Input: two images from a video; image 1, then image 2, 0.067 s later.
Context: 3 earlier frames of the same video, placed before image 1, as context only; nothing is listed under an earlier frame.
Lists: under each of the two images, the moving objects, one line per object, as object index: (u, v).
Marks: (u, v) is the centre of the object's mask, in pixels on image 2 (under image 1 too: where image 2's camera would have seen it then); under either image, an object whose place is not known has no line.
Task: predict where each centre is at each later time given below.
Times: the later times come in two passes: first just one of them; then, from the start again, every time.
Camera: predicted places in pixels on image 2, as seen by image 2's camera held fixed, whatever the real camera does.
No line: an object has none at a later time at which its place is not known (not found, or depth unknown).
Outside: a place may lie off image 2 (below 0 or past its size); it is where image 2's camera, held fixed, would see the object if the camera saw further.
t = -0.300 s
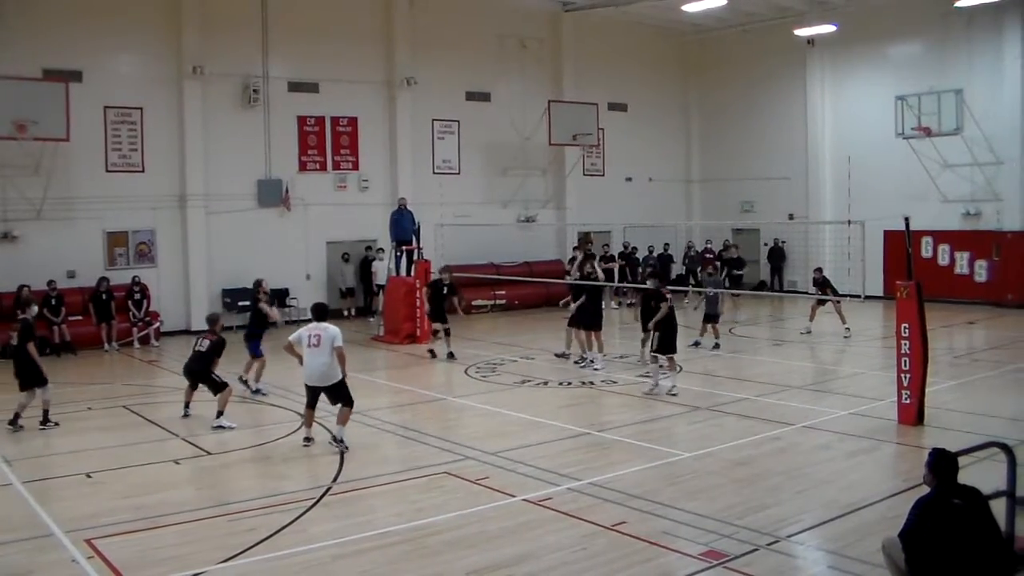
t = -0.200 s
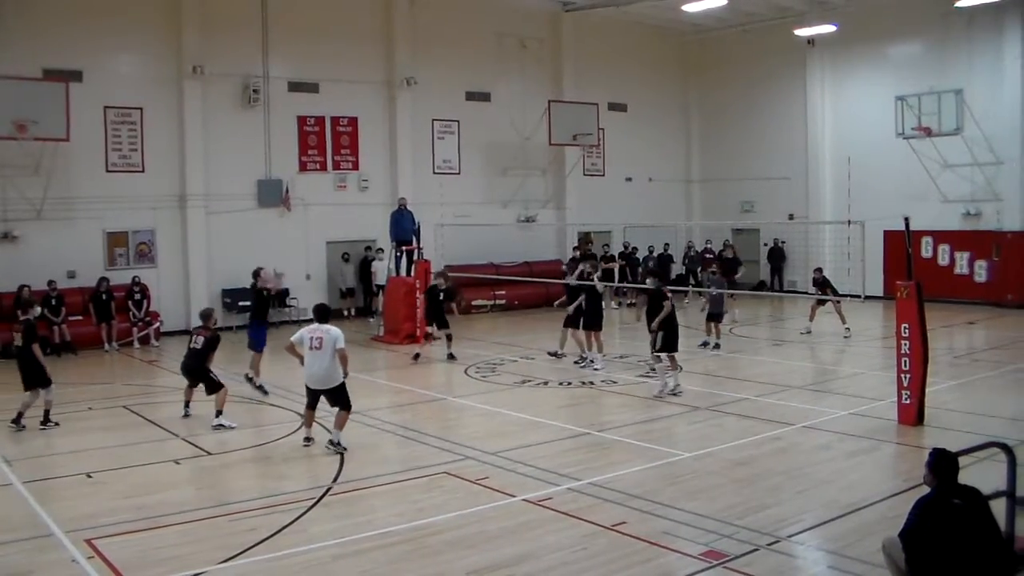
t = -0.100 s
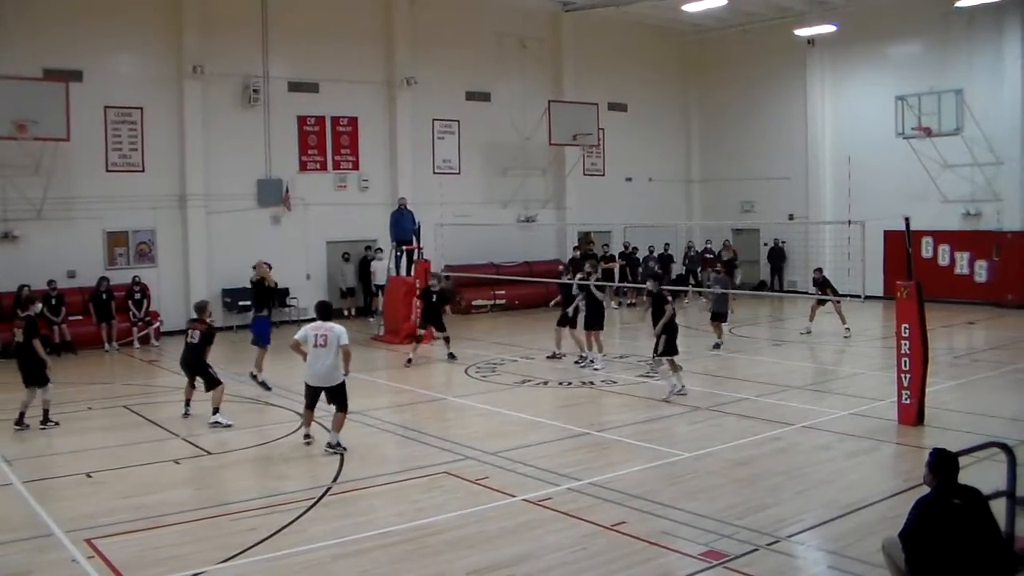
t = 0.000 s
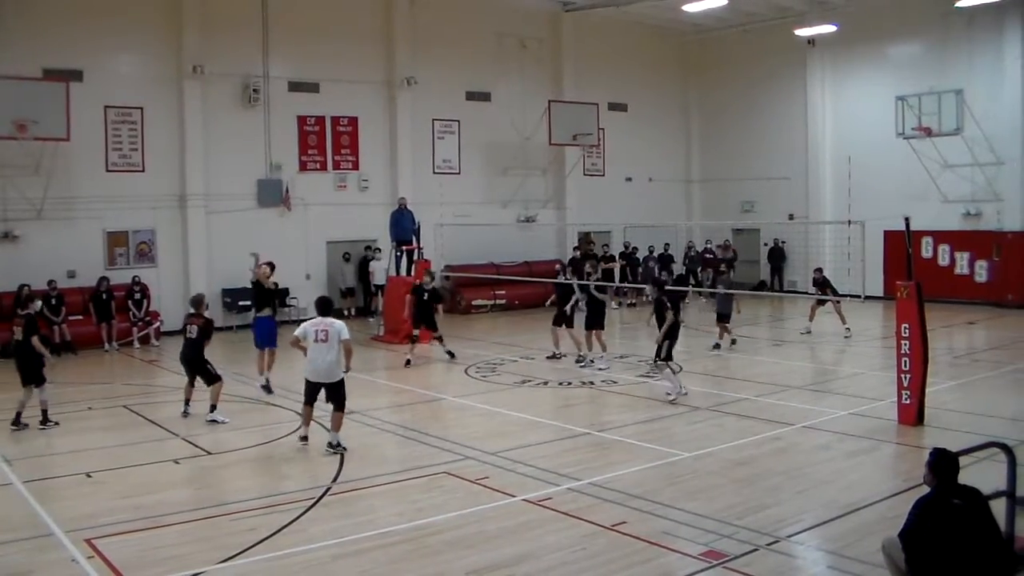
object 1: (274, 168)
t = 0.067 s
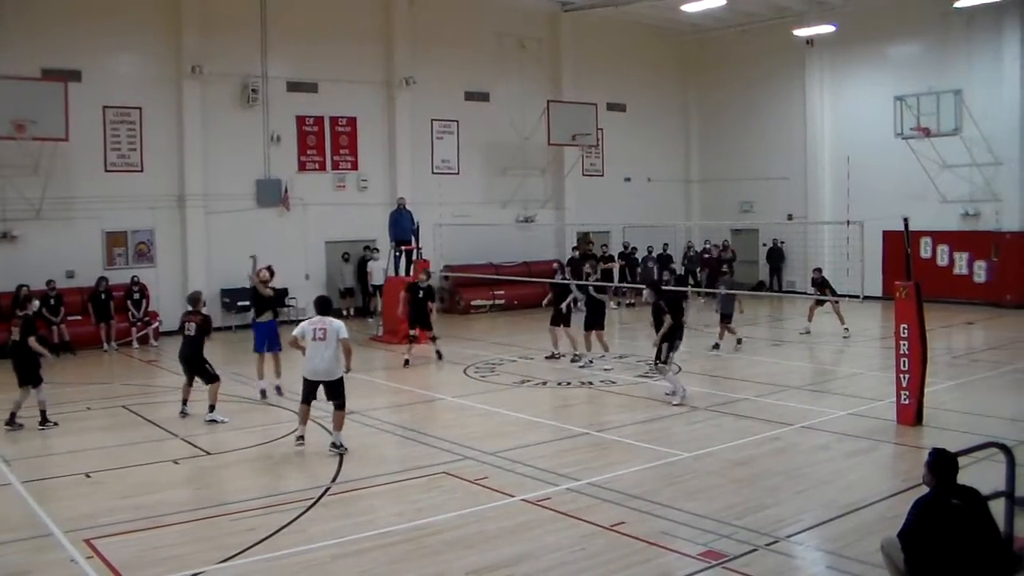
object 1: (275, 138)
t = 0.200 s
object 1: (279, 92)
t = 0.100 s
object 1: (276, 125)
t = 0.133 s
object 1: (276, 112)
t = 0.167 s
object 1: (277, 100)
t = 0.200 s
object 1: (279, 92)
